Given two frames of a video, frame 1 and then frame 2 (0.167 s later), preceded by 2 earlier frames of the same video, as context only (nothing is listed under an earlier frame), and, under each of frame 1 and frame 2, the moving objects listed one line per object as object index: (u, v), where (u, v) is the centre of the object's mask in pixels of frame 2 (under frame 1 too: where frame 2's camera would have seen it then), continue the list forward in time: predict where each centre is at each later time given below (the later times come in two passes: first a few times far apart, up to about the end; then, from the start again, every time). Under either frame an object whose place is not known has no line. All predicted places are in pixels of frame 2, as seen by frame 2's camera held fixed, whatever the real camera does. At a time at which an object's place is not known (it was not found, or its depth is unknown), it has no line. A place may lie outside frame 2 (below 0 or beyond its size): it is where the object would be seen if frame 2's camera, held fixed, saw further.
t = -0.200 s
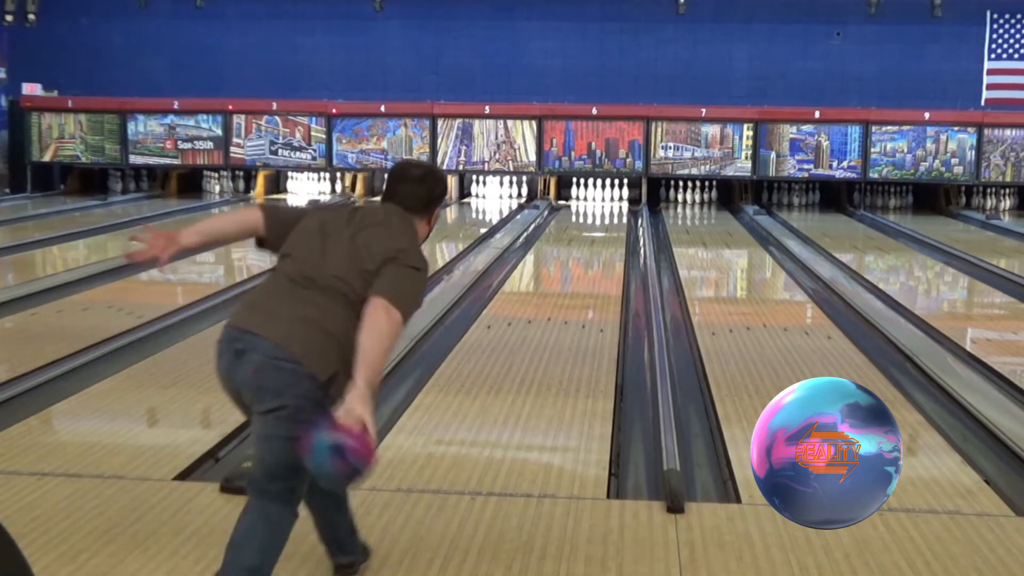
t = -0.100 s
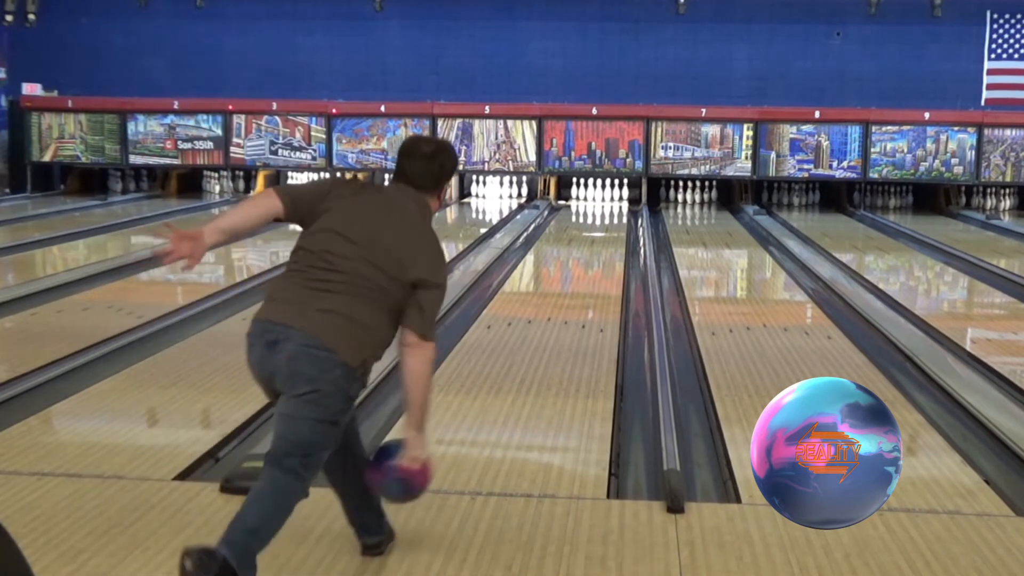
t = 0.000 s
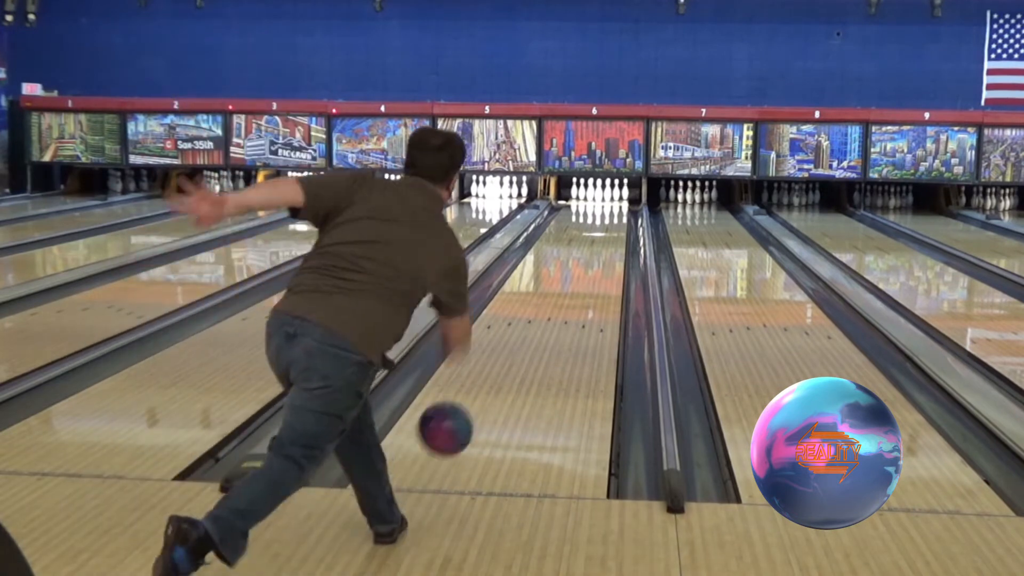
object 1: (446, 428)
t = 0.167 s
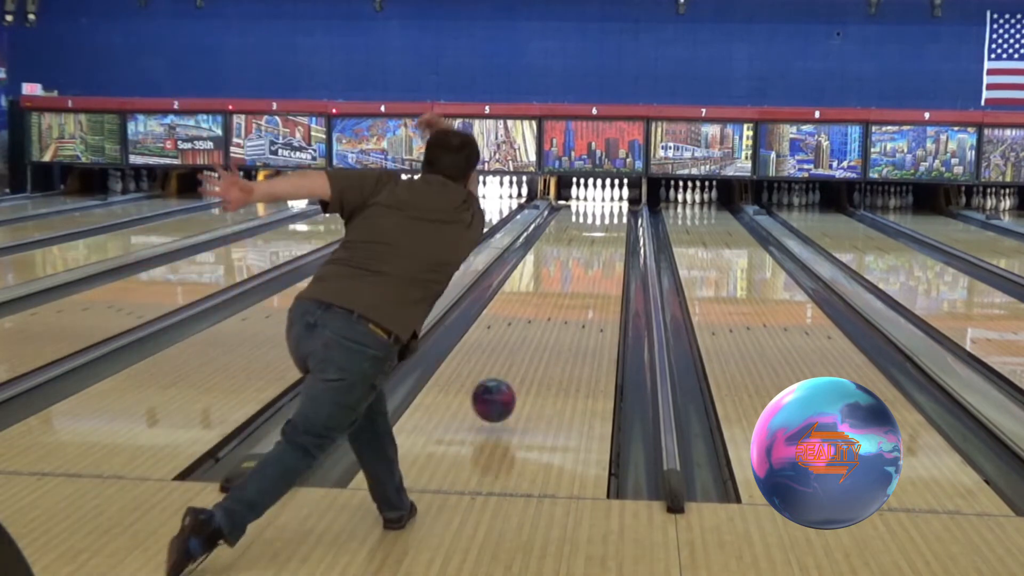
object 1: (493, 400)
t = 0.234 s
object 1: (508, 387)
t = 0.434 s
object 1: (541, 338)
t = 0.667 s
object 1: (568, 302)
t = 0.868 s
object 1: (582, 277)
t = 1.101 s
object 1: (596, 256)
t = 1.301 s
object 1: (604, 242)
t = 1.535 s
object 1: (612, 229)
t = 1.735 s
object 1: (616, 220)
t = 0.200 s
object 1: (501, 398)
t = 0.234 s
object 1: (508, 387)
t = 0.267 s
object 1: (514, 378)
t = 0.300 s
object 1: (521, 368)
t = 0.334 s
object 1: (526, 360)
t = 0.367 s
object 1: (531, 352)
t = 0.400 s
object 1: (536, 345)
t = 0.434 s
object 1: (541, 338)
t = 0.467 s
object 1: (545, 332)
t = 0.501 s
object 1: (549, 326)
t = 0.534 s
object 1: (553, 321)
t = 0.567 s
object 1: (557, 315)
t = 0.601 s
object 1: (560, 311)
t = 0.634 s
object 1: (563, 305)
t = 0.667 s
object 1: (568, 302)
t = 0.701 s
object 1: (570, 297)
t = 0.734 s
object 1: (572, 293)
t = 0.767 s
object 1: (575, 289)
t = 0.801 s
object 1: (577, 285)
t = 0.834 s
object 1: (580, 281)
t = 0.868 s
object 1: (582, 277)
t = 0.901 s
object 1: (584, 274)
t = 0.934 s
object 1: (587, 270)
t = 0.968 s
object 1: (588, 267)
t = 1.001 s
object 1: (590, 264)
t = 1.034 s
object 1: (592, 261)
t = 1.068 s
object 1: (594, 259)
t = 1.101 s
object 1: (596, 256)
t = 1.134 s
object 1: (597, 253)
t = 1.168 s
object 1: (599, 251)
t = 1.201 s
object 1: (600, 248)
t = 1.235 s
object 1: (601, 246)
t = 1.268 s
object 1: (603, 244)
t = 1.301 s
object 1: (604, 242)
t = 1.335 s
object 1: (606, 240)
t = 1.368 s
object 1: (607, 237)
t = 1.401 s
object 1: (608, 236)
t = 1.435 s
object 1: (609, 234)
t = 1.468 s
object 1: (610, 233)
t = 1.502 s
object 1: (611, 231)
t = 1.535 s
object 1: (612, 229)
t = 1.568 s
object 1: (613, 227)
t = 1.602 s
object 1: (613, 226)
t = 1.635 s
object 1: (614, 224)
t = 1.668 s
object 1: (615, 223)
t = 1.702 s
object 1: (616, 221)
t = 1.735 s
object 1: (616, 220)
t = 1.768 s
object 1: (616, 218)
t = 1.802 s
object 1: (616, 217)
